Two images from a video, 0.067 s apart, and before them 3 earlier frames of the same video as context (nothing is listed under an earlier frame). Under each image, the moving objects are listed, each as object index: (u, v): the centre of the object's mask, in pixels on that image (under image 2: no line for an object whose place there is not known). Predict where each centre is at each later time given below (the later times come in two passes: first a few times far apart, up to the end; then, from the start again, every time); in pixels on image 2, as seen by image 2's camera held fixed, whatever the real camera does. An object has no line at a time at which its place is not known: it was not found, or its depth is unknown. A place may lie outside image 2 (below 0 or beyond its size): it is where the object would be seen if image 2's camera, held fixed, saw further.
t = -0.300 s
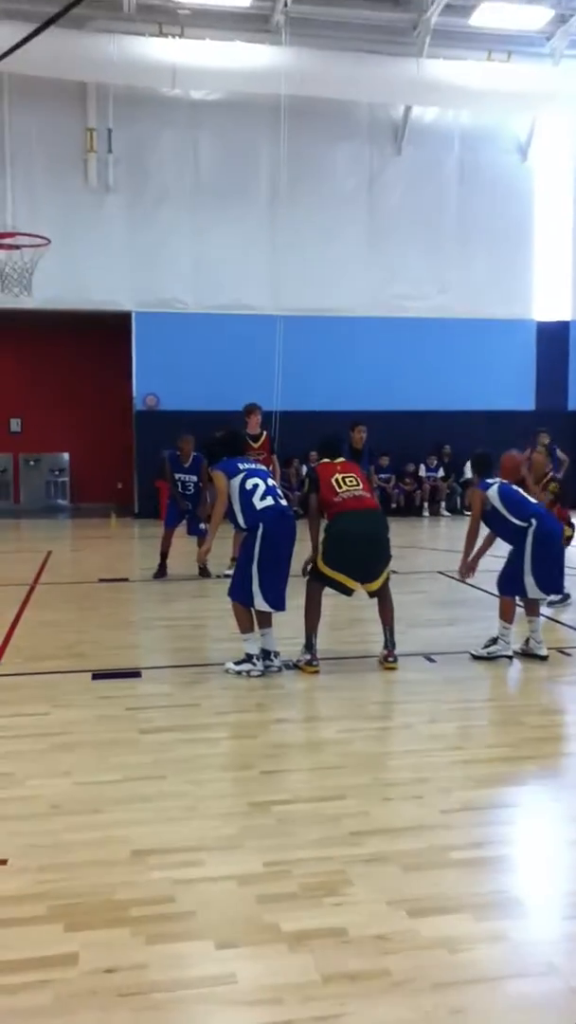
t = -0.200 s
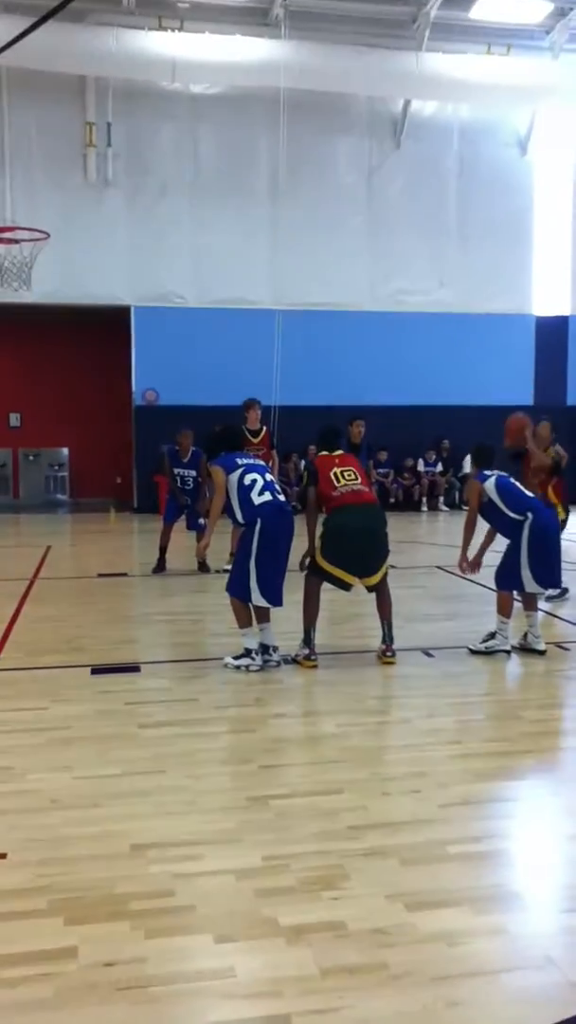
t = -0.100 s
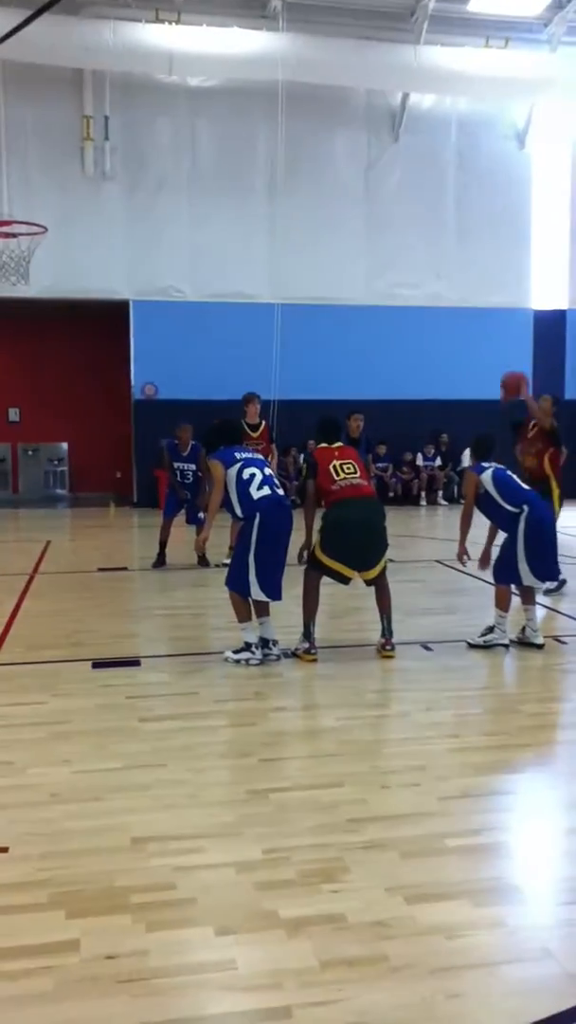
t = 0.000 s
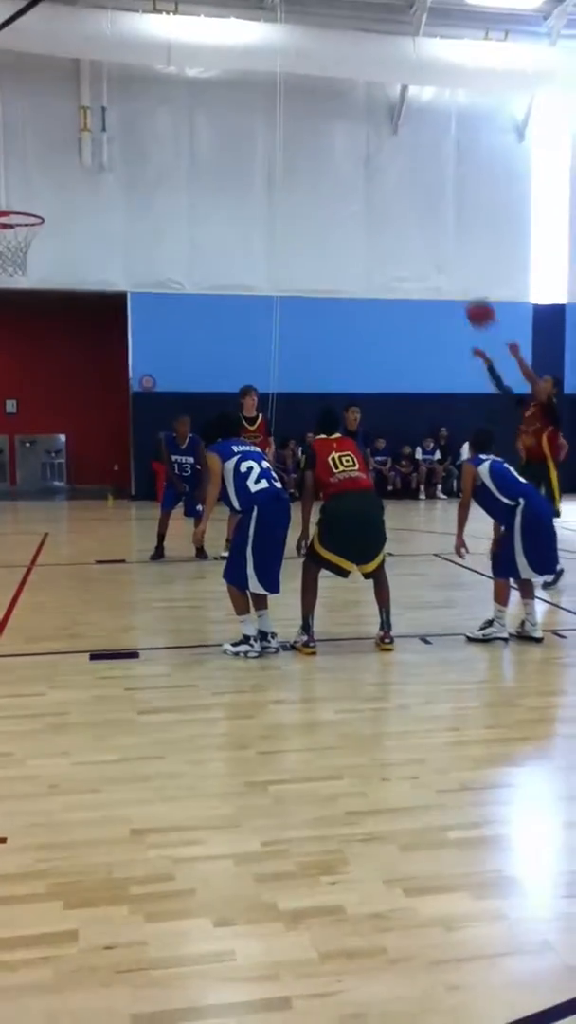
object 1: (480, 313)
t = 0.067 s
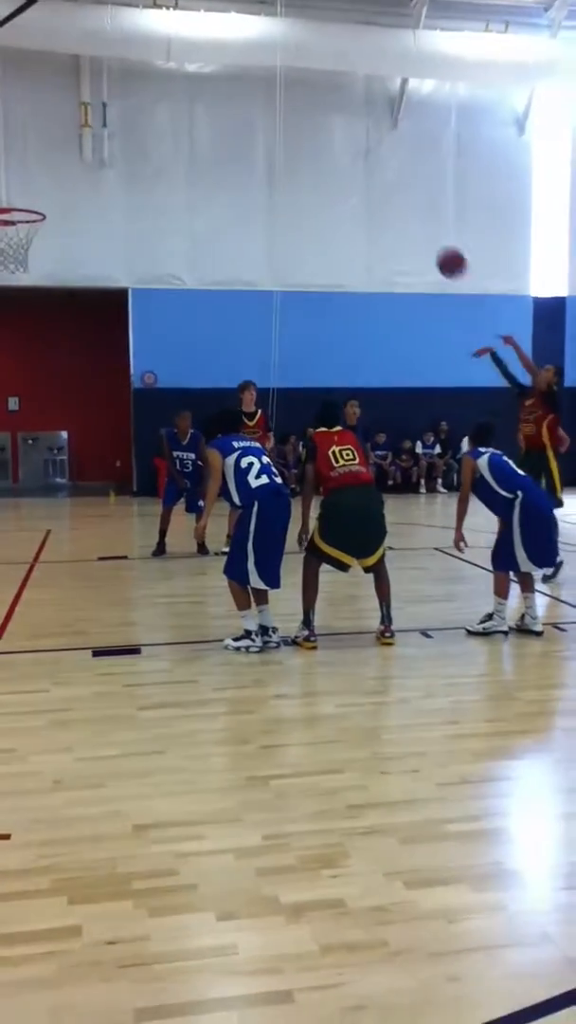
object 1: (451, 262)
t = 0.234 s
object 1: (375, 178)
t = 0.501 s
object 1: (248, 110)
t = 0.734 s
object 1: (138, 125)
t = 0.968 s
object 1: (34, 199)
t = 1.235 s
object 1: (13, 170)
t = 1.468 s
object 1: (41, 176)
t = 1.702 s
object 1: (69, 209)
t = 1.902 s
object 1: (92, 269)
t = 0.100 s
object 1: (437, 242)
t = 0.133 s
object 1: (421, 224)
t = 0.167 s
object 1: (406, 207)
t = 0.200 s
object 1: (390, 192)
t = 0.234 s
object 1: (375, 178)
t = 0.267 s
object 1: (361, 164)
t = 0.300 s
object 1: (344, 152)
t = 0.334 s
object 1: (328, 142)
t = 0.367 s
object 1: (311, 132)
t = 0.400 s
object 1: (296, 125)
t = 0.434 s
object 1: (280, 119)
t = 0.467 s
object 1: (264, 114)
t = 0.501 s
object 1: (248, 110)
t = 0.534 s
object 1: (232, 108)
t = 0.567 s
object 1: (217, 107)
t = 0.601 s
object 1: (199, 108)
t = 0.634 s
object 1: (184, 110)
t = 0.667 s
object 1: (169, 114)
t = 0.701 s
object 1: (153, 118)
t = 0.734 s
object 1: (138, 125)
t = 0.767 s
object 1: (123, 133)
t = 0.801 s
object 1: (107, 143)
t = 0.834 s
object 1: (92, 154)
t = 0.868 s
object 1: (76, 166)
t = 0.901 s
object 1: (60, 180)
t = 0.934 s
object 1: (45, 195)
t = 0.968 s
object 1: (34, 199)
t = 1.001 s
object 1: (23, 198)
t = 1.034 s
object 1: (12, 199)
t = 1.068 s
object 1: (1, 203)
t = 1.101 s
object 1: (-2, 196)
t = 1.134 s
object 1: (1, 189)
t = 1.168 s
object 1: (5, 181)
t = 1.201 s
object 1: (8, 175)
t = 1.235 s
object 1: (13, 170)
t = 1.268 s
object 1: (16, 167)
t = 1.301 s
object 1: (22, 165)
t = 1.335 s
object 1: (24, 165)
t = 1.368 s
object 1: (28, 166)
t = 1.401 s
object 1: (33, 168)
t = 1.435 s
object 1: (36, 172)
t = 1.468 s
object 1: (41, 176)
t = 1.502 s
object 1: (45, 183)
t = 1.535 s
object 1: (48, 190)
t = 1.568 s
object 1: (53, 196)
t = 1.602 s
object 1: (57, 198)
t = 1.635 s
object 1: (61, 200)
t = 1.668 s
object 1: (65, 203)
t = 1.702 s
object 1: (69, 209)
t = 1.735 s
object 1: (71, 215)
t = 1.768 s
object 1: (76, 223)
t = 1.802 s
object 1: (80, 233)
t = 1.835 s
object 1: (83, 244)
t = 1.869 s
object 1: (88, 255)
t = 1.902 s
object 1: (92, 269)
